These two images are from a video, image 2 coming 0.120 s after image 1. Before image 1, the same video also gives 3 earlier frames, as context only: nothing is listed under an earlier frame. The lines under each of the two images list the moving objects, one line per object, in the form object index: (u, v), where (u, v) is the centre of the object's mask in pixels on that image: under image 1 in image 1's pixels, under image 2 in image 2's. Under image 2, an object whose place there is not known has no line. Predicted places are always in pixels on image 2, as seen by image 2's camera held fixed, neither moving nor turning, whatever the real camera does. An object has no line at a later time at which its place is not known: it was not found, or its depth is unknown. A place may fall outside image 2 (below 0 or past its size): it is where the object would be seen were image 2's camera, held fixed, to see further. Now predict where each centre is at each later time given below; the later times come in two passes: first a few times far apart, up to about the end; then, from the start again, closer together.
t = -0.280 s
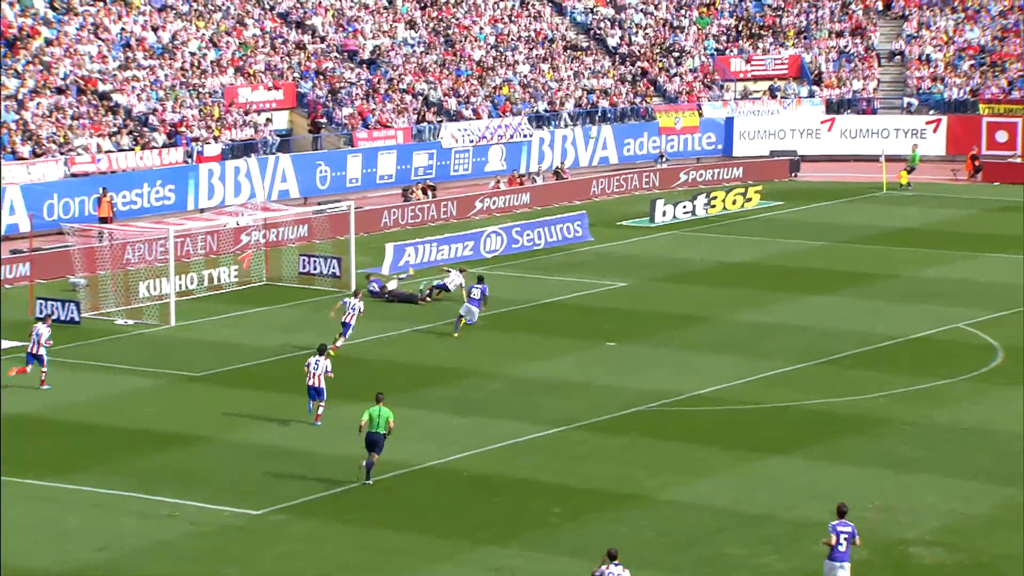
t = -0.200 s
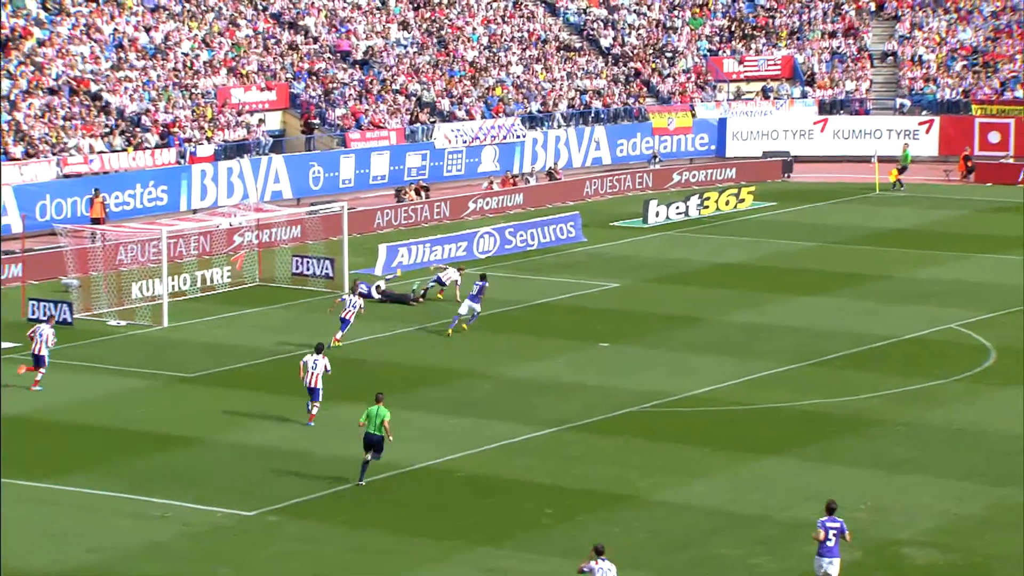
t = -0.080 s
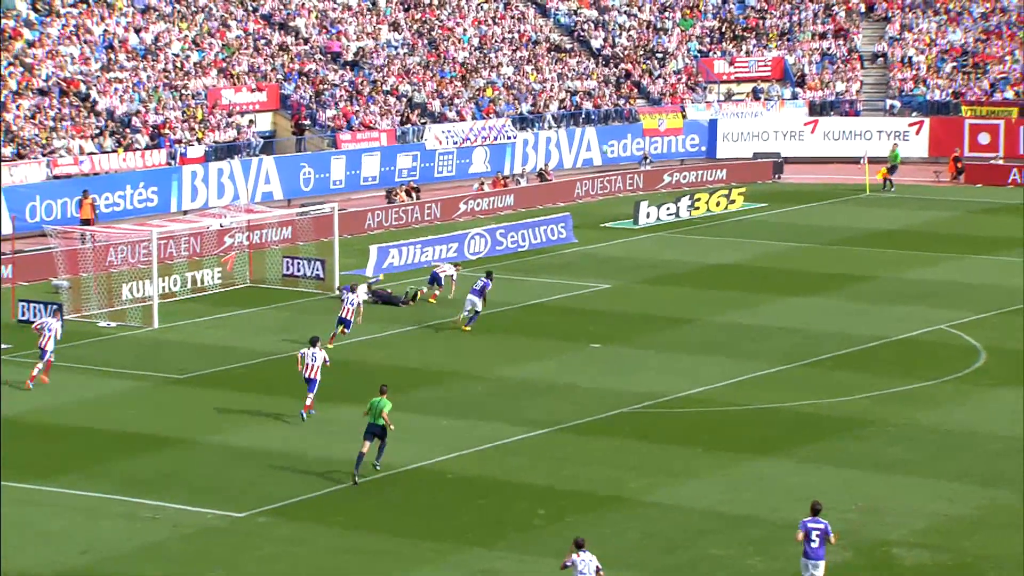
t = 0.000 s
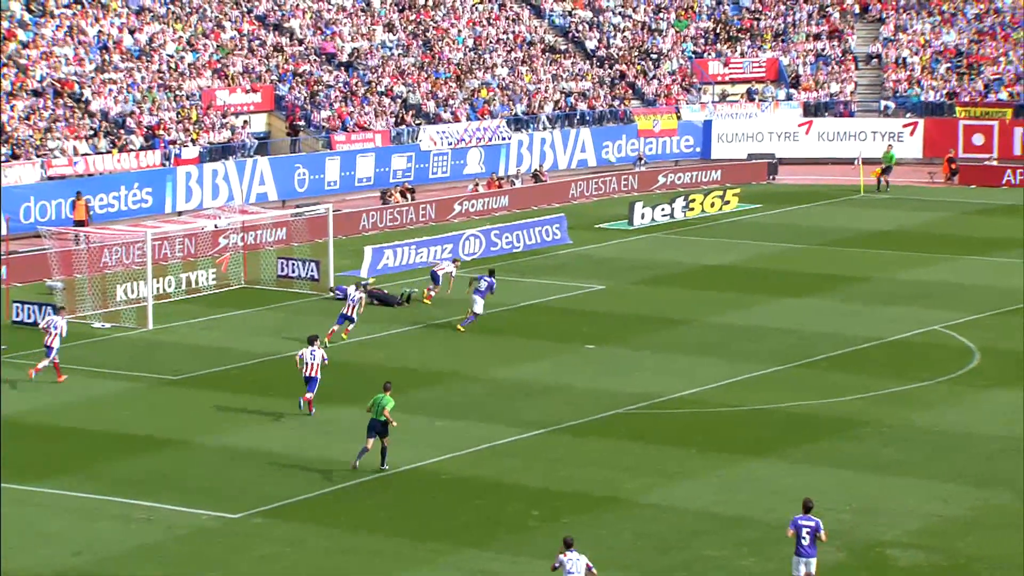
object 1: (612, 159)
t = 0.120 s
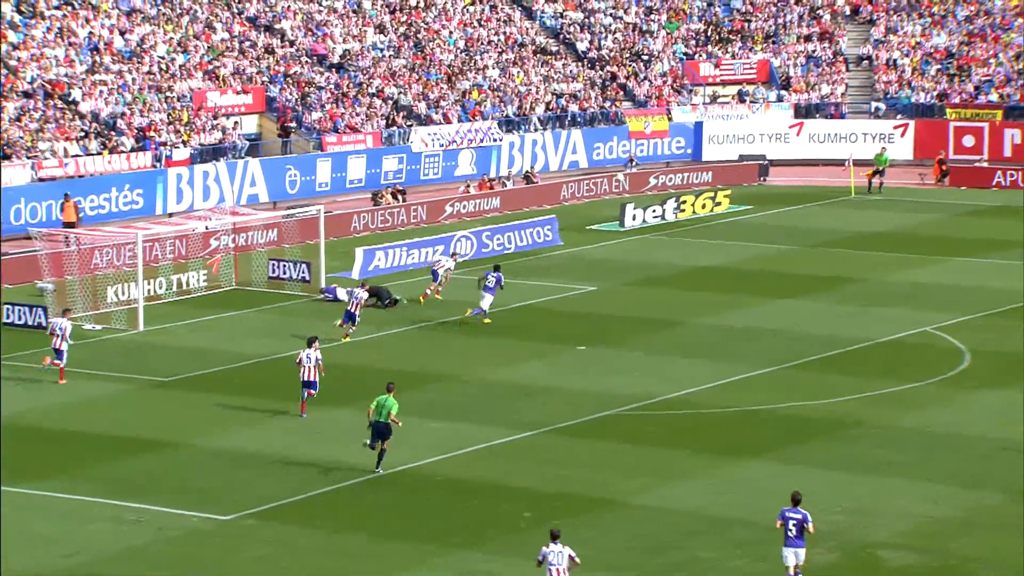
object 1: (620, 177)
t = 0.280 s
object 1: (643, 206)
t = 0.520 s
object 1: (676, 265)
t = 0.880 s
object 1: (700, 257)
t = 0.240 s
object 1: (637, 198)
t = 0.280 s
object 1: (643, 206)
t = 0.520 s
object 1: (676, 265)
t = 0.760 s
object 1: (696, 270)
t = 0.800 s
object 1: (697, 265)
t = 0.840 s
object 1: (699, 261)
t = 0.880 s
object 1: (700, 257)
